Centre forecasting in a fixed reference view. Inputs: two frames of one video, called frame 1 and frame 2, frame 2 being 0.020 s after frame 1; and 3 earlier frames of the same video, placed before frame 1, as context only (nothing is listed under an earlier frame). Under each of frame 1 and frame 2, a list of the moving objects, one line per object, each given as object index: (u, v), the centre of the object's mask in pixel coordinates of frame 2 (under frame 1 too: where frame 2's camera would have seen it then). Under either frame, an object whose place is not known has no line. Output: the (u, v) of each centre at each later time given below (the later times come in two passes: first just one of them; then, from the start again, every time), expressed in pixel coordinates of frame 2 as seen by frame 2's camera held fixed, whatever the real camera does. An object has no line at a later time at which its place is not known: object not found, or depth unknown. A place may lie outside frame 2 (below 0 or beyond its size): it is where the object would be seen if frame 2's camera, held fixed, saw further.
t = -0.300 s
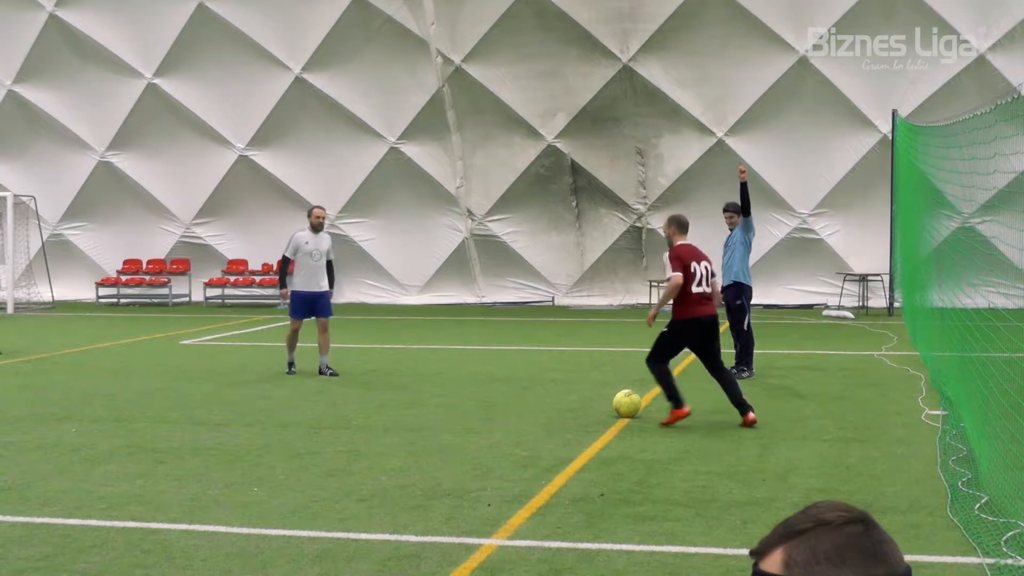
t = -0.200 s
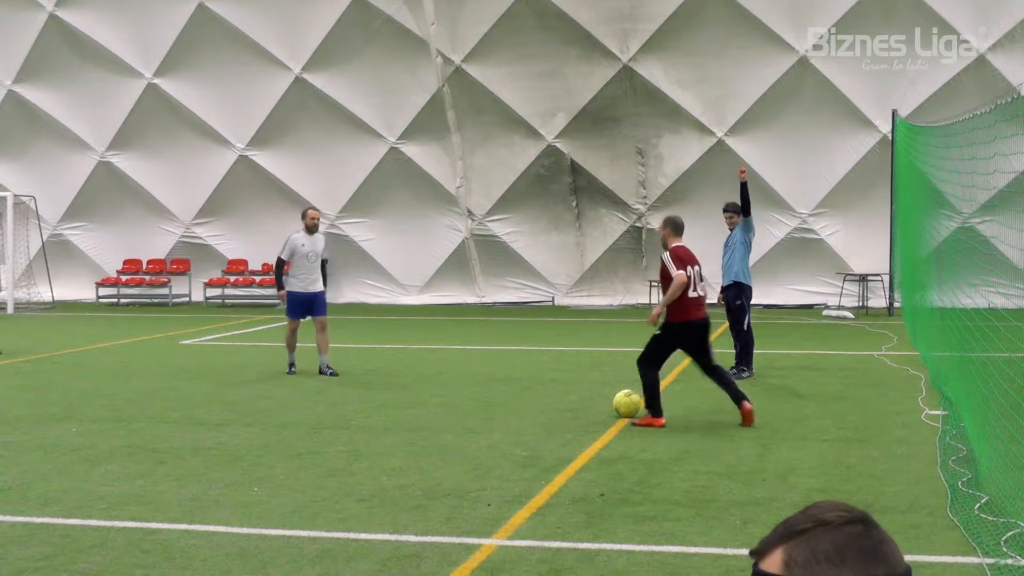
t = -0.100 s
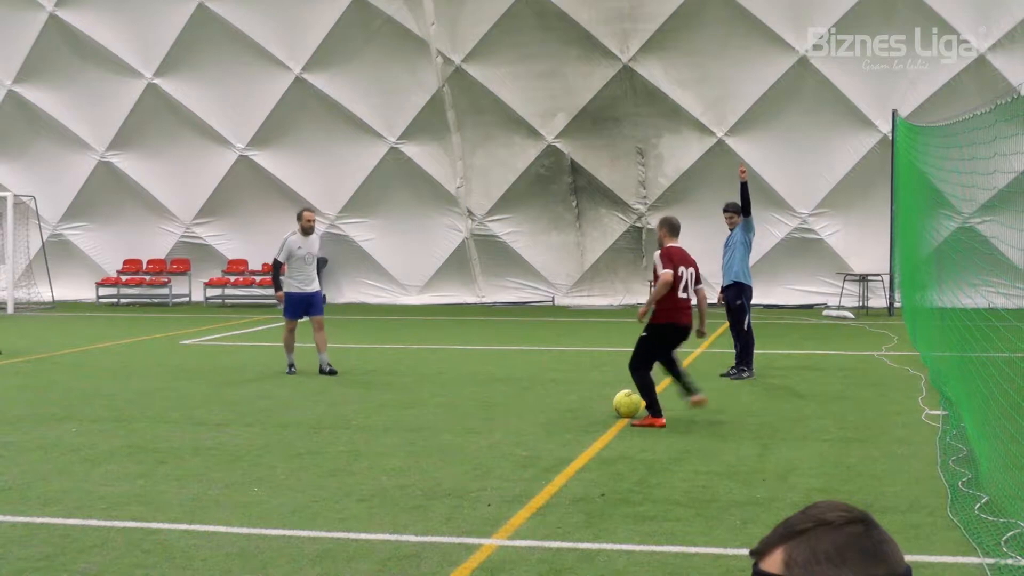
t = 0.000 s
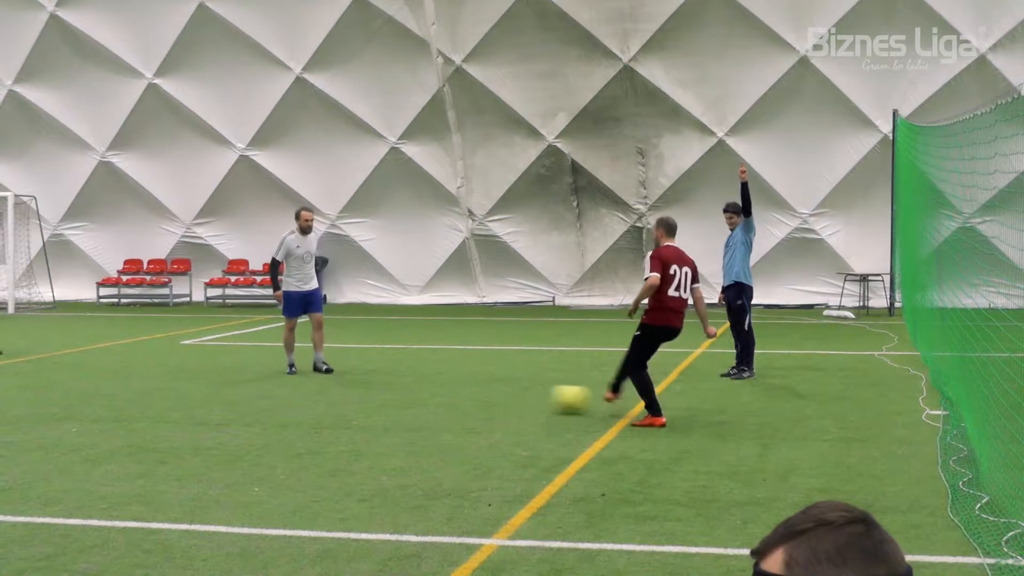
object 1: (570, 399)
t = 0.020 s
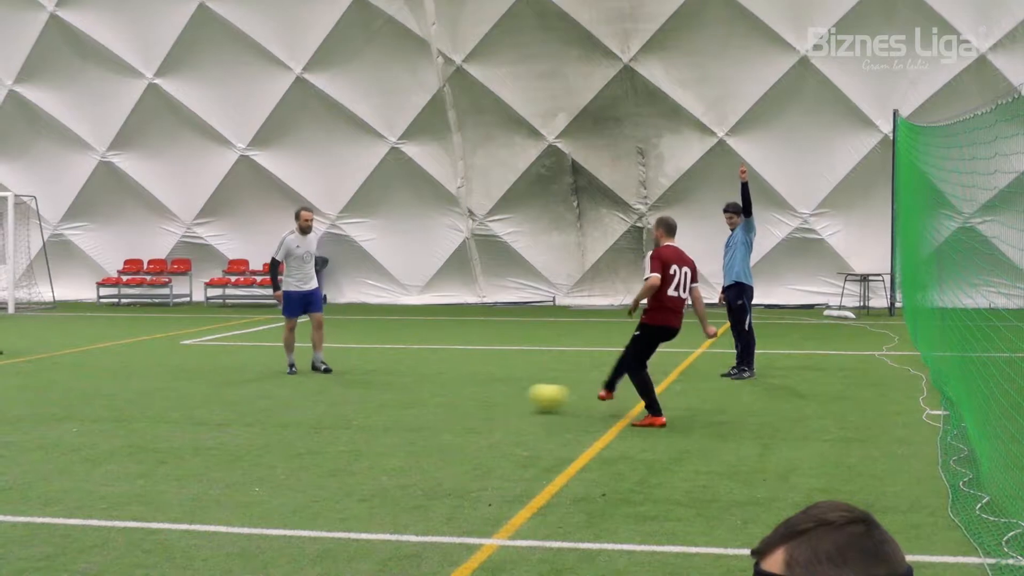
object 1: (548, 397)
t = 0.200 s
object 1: (365, 392)
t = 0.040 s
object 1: (524, 396)
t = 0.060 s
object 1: (502, 397)
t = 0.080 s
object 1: (481, 396)
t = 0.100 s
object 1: (461, 396)
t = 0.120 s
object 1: (441, 395)
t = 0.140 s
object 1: (421, 394)
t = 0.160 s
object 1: (402, 393)
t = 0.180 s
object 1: (384, 393)
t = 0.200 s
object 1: (365, 392)
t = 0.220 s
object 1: (347, 392)
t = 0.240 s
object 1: (330, 390)
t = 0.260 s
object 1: (315, 389)
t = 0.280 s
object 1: (298, 387)
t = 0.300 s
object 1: (282, 387)
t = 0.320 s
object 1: (266, 386)
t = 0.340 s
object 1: (250, 387)
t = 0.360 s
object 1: (234, 388)
